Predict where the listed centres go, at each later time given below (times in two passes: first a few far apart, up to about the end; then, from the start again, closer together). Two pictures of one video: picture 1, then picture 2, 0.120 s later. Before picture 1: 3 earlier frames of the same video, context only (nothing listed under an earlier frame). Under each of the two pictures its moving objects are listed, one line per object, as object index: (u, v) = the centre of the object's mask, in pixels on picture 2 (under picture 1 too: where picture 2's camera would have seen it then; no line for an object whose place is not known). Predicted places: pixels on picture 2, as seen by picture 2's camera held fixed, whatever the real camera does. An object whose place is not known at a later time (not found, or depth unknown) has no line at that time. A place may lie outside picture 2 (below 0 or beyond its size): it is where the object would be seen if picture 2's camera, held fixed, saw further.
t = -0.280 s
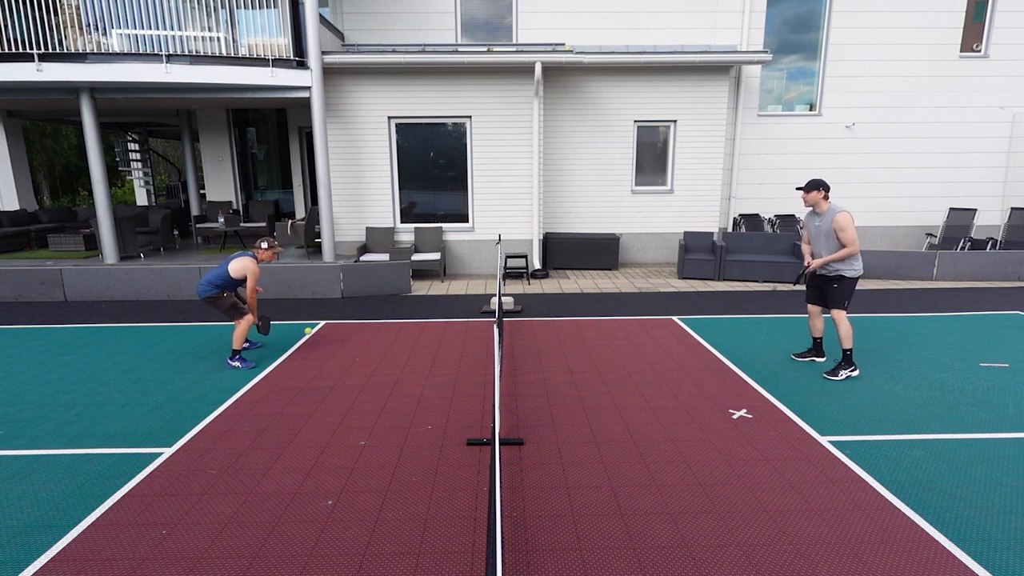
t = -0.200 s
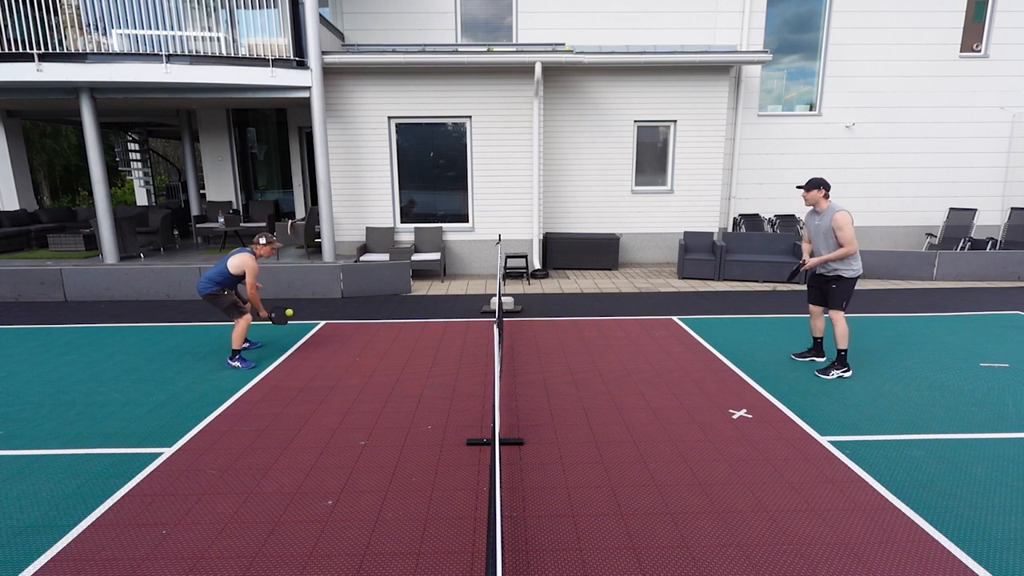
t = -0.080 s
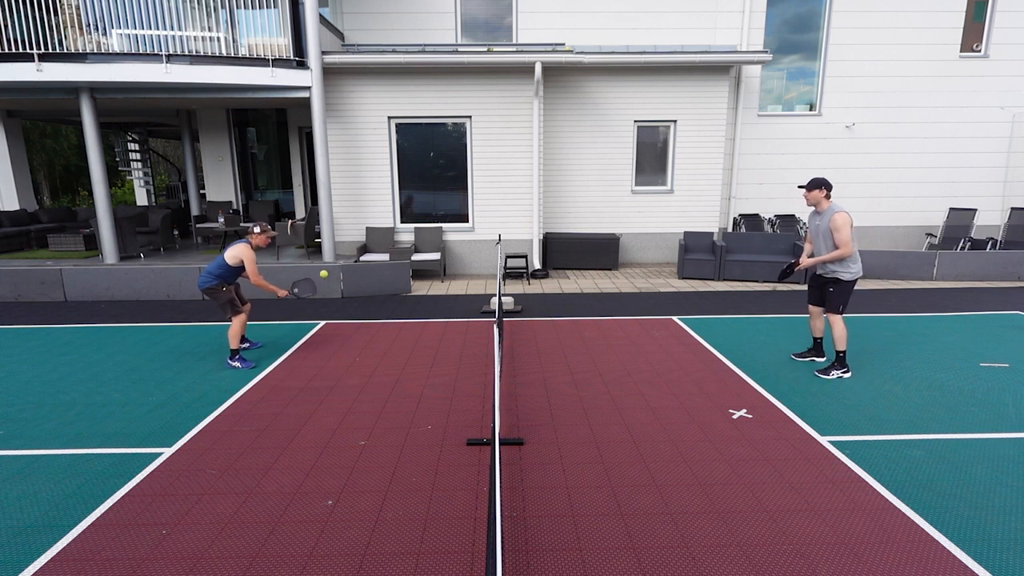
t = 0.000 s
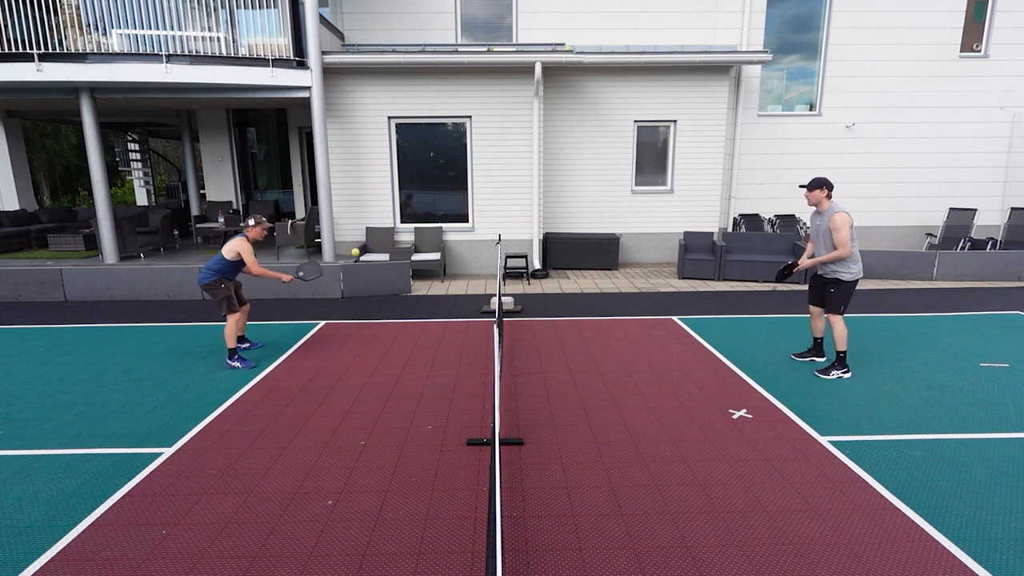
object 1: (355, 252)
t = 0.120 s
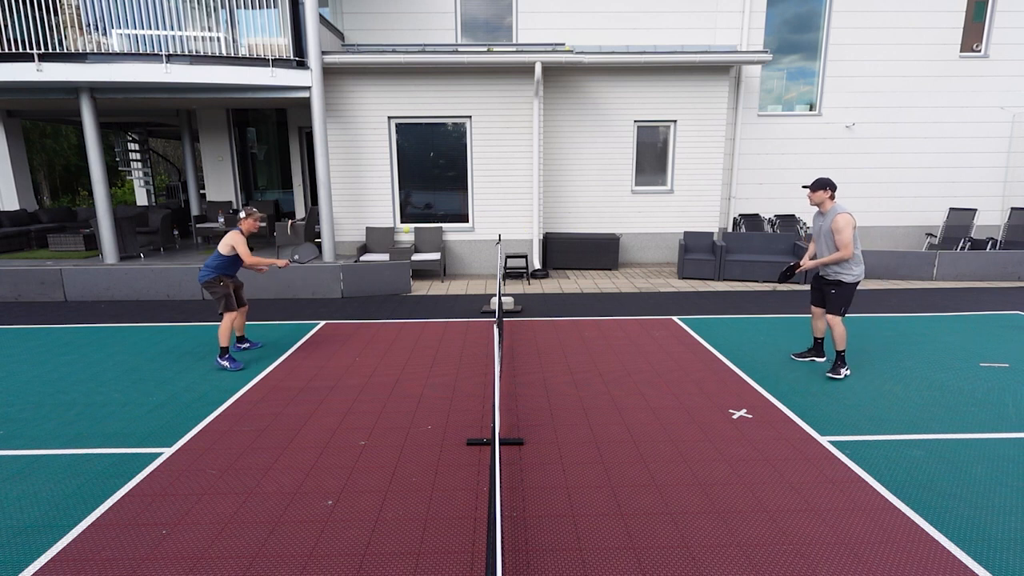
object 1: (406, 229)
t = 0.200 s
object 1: (442, 222)
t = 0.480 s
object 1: (580, 252)
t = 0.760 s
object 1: (726, 381)
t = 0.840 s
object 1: (758, 395)
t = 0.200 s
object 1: (442, 222)
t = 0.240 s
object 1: (461, 220)
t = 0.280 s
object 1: (480, 221)
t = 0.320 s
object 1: (499, 224)
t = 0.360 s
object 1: (519, 228)
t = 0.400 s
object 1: (540, 234)
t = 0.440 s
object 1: (560, 242)
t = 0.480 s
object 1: (580, 252)
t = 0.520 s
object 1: (601, 264)
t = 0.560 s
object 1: (622, 278)
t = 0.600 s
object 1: (643, 295)
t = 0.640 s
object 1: (664, 313)
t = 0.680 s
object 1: (684, 334)
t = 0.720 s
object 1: (705, 356)
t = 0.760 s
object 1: (726, 381)
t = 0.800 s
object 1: (746, 408)
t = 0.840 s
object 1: (758, 395)
